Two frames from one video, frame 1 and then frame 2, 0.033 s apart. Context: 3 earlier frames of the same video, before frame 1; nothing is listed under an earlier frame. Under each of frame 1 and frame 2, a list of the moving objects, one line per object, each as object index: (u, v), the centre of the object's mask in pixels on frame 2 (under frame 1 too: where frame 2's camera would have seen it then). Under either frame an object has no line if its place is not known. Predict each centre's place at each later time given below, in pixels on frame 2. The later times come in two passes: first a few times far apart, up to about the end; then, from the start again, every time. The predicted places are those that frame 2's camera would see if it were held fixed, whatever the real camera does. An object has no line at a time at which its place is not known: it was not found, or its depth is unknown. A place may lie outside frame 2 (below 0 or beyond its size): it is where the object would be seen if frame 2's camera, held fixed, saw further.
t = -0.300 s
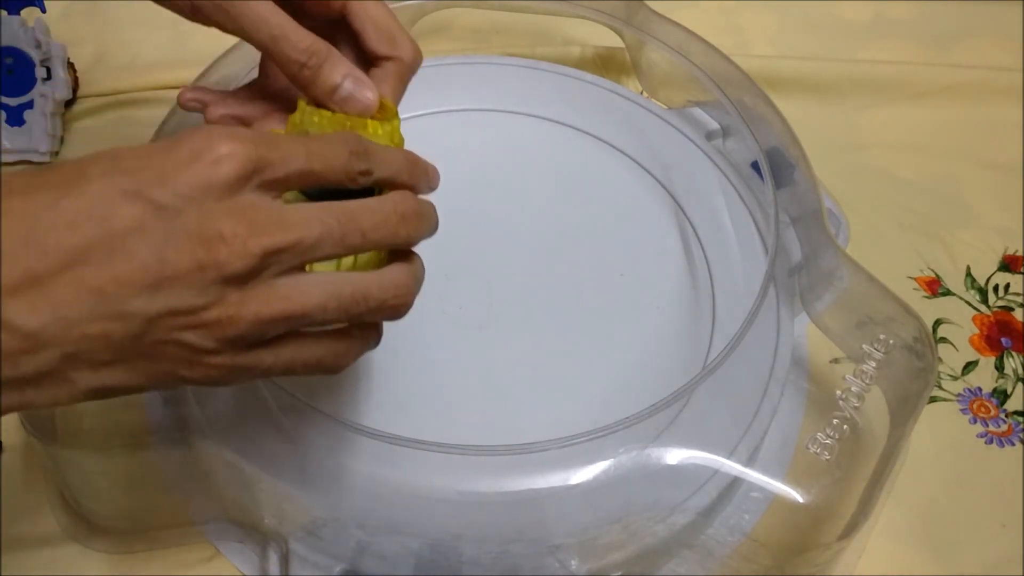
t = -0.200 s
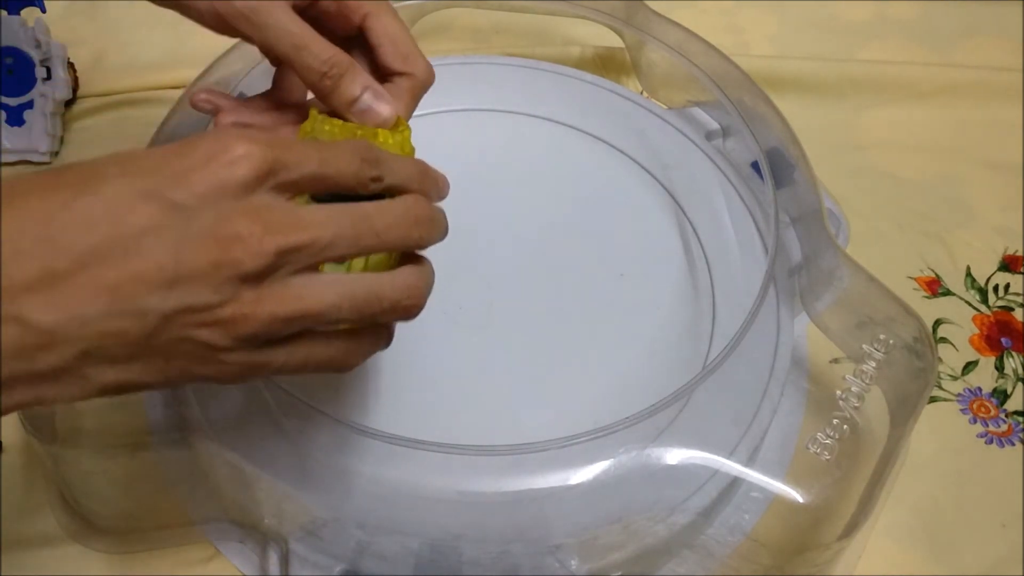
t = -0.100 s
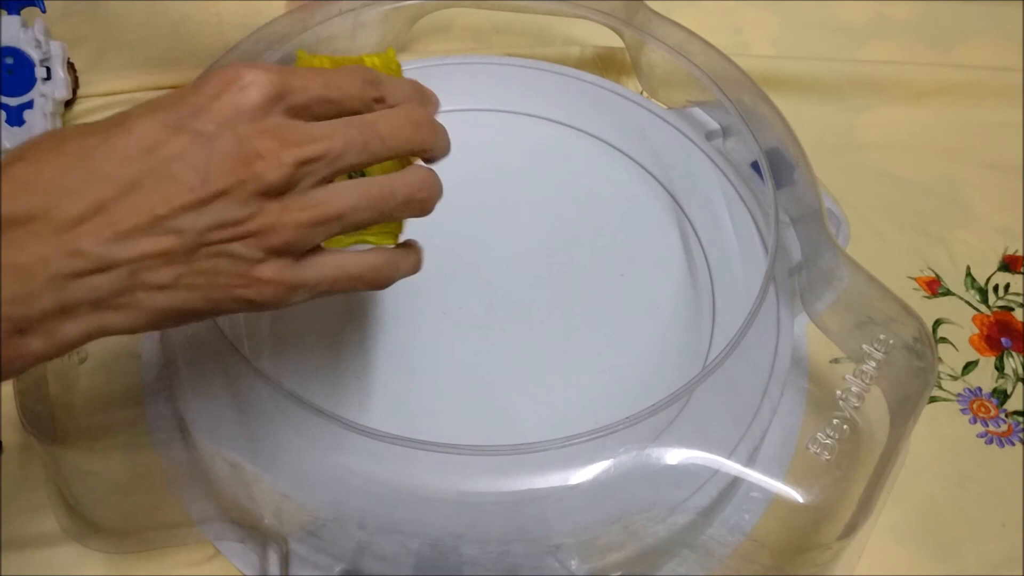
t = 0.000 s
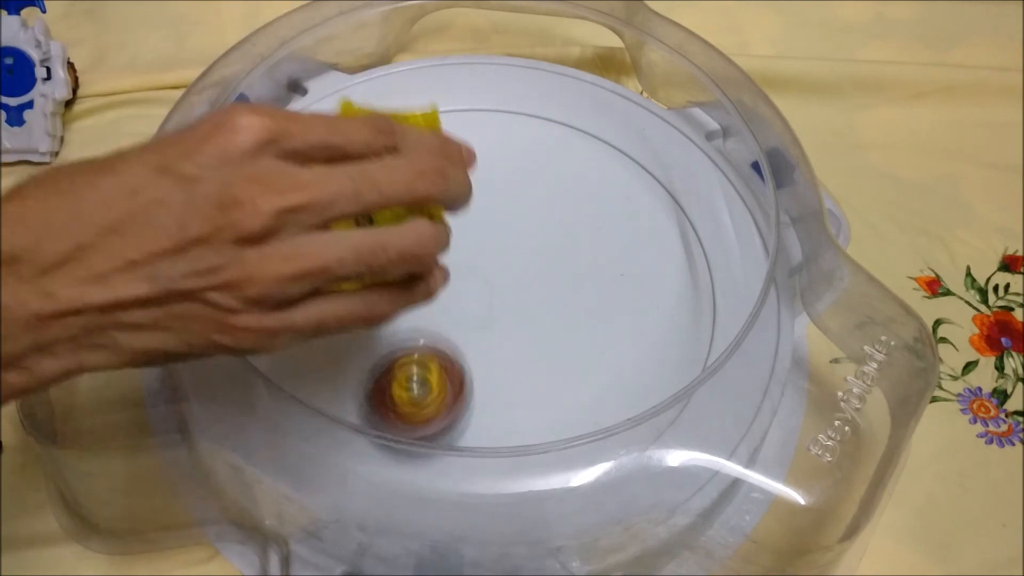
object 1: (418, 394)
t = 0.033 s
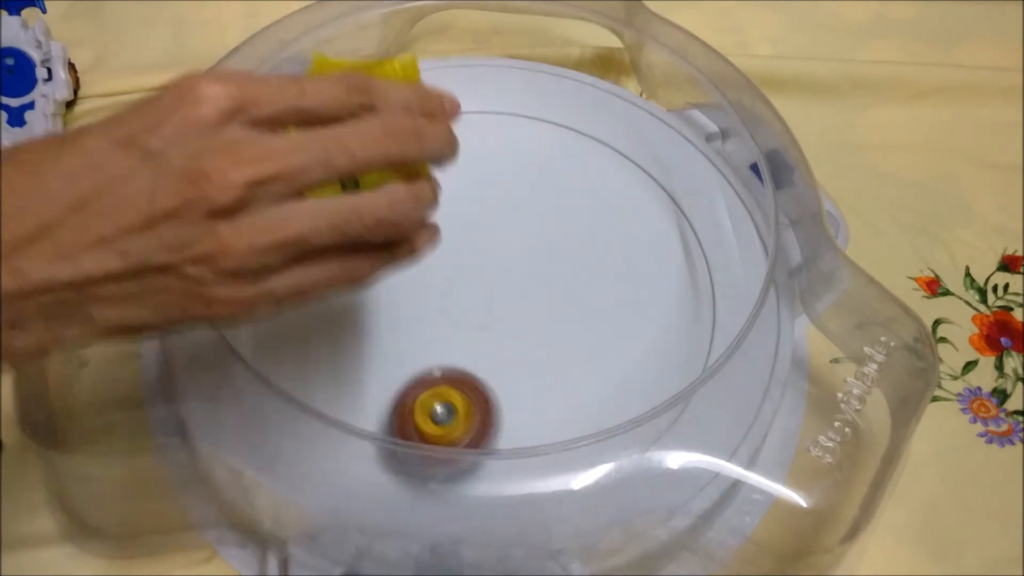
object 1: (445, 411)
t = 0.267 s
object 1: (648, 440)
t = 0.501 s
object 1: (678, 270)
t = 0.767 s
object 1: (479, 158)
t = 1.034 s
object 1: (305, 284)
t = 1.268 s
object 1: (450, 418)
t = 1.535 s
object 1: (608, 294)
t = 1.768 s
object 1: (495, 179)
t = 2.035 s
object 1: (332, 246)
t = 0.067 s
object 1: (467, 458)
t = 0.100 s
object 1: (500, 500)
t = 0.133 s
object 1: (534, 504)
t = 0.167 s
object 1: (567, 499)
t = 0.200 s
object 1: (597, 484)
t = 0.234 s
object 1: (630, 474)
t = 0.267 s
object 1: (648, 440)
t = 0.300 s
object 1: (667, 413)
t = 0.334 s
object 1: (681, 399)
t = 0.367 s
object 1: (688, 375)
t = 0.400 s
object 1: (685, 342)
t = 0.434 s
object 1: (691, 320)
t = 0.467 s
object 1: (687, 295)
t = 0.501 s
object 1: (678, 270)
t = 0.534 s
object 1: (666, 247)
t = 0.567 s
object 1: (648, 224)
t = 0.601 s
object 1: (627, 203)
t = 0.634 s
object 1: (601, 187)
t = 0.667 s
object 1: (572, 174)
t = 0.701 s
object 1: (542, 164)
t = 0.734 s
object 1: (511, 158)
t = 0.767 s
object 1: (479, 158)
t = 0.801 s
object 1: (446, 162)
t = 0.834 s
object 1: (414, 168)
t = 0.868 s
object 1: (384, 179)
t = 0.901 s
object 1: (357, 196)
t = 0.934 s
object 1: (334, 216)
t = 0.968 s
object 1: (318, 237)
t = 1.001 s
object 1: (308, 260)
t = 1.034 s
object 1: (305, 284)
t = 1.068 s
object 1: (308, 311)
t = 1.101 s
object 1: (318, 337)
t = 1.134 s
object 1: (335, 361)
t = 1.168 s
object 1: (359, 381)
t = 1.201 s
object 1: (384, 401)
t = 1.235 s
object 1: (415, 413)
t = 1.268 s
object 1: (450, 418)
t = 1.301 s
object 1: (483, 412)
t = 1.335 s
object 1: (517, 408)
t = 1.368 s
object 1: (550, 399)
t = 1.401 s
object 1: (574, 386)
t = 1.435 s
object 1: (593, 364)
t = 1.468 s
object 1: (604, 343)
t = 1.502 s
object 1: (610, 317)
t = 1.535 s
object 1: (608, 294)
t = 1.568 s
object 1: (603, 271)
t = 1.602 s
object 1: (592, 250)
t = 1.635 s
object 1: (579, 230)
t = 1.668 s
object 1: (563, 214)
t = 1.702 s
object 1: (543, 197)
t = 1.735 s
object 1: (519, 187)
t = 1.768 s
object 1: (495, 179)
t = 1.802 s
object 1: (469, 175)
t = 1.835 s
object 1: (445, 173)
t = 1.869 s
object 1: (419, 177)
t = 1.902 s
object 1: (394, 185)
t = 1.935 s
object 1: (373, 196)
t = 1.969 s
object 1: (356, 210)
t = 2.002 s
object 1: (341, 227)
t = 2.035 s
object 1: (332, 246)
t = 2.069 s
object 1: (329, 266)
